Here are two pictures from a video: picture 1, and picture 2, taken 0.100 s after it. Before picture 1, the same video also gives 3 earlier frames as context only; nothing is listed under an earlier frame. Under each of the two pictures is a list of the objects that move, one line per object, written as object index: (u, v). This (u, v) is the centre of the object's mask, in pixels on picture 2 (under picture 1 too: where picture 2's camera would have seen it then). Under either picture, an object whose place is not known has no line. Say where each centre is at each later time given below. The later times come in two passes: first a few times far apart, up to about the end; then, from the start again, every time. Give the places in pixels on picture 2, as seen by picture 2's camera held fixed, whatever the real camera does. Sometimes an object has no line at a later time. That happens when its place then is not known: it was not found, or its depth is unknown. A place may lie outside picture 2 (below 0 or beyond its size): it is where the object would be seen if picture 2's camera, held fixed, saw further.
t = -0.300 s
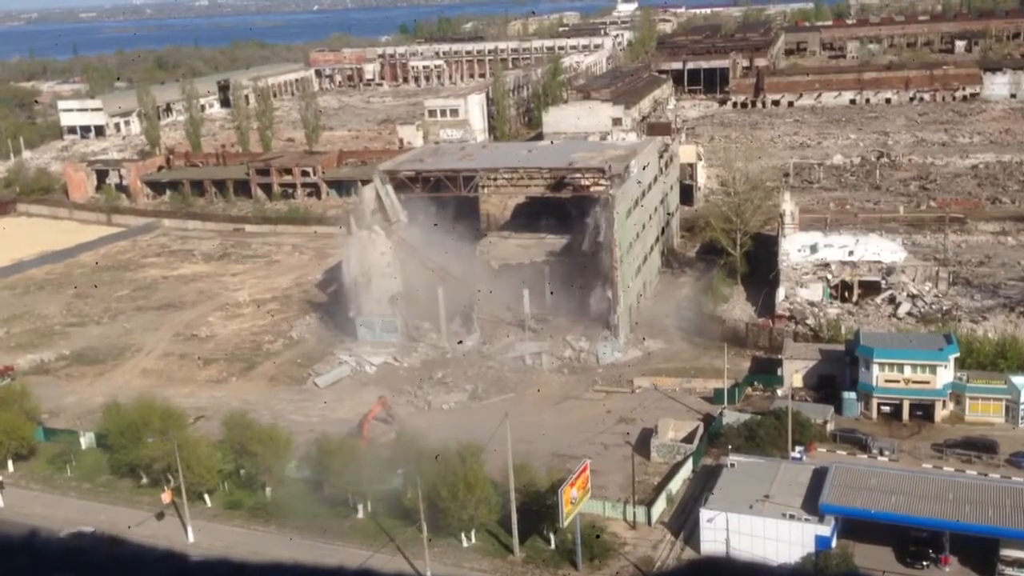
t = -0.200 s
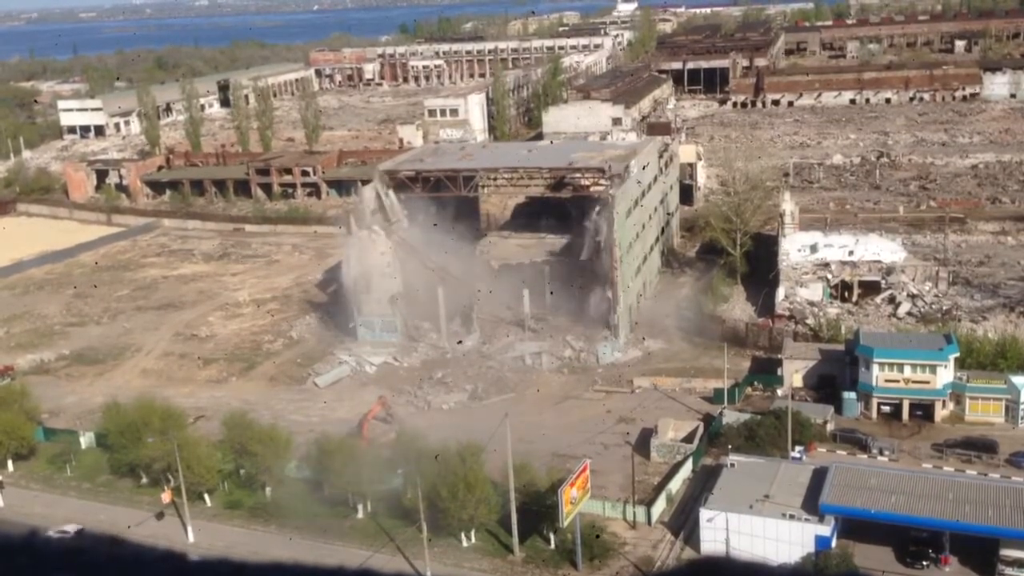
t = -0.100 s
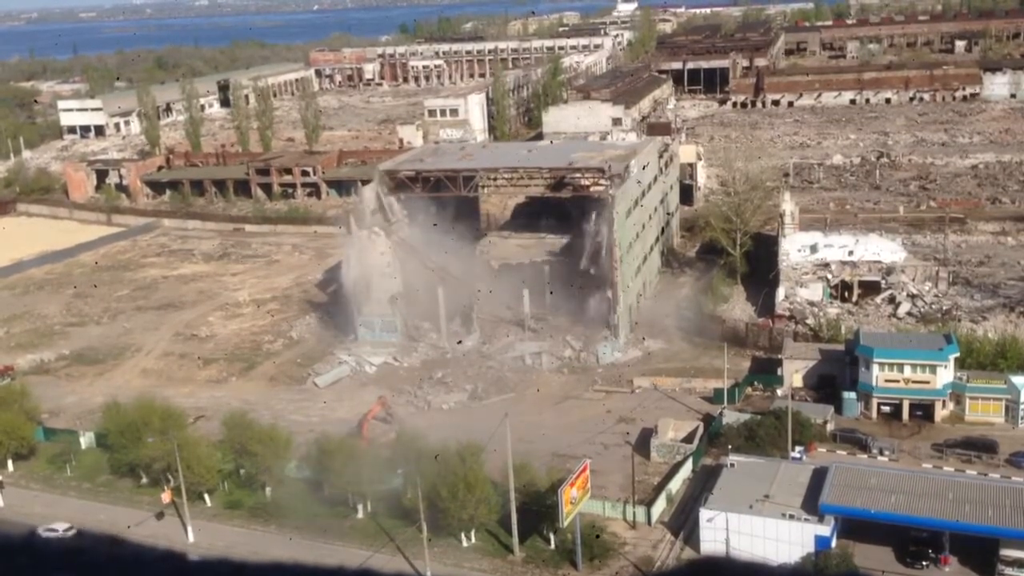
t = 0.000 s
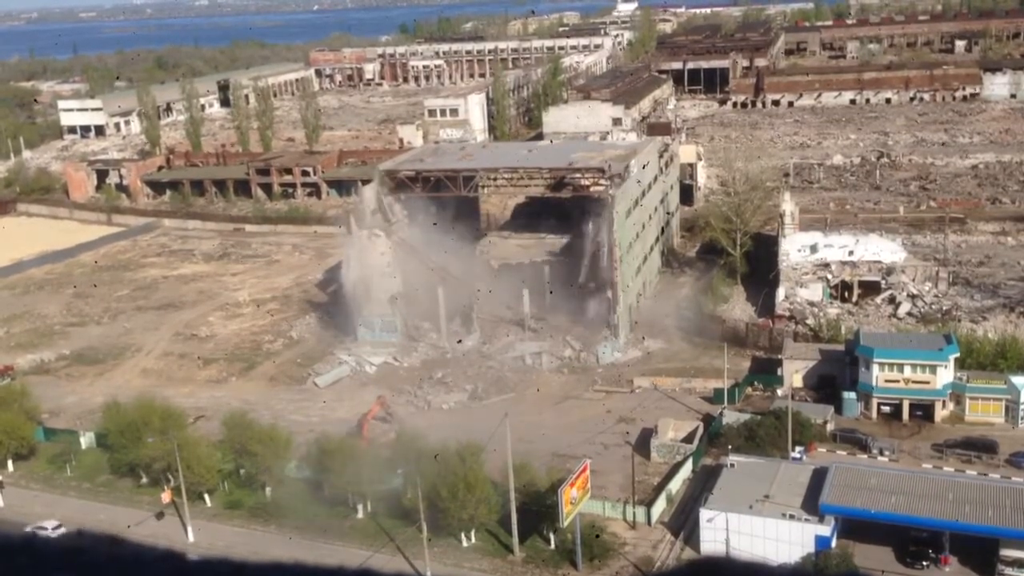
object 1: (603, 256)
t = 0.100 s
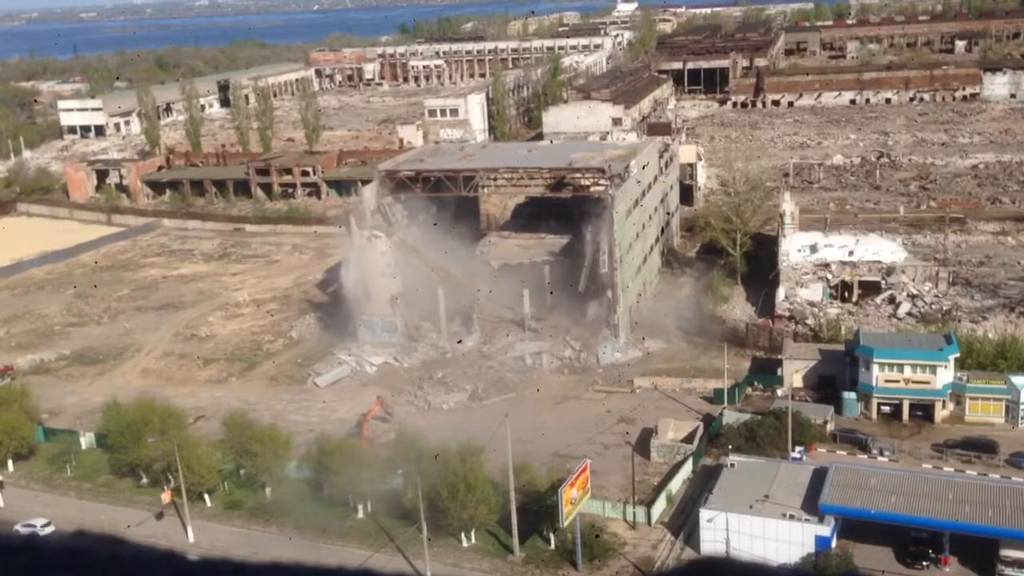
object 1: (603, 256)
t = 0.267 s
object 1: (602, 272)
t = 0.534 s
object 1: (602, 300)
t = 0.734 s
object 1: (602, 325)
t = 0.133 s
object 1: (603, 262)
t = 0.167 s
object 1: (603, 264)
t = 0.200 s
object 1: (603, 265)
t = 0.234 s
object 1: (603, 268)
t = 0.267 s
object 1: (602, 272)
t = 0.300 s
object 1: (603, 275)
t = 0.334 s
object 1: (603, 279)
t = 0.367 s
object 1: (603, 282)
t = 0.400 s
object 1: (602, 285)
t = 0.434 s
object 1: (602, 288)
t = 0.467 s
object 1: (603, 292)
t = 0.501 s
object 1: (602, 296)
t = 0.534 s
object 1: (602, 300)
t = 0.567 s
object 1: (602, 304)
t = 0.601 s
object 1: (602, 308)
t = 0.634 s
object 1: (602, 312)
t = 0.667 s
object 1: (602, 317)
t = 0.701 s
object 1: (602, 321)
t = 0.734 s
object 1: (602, 325)
